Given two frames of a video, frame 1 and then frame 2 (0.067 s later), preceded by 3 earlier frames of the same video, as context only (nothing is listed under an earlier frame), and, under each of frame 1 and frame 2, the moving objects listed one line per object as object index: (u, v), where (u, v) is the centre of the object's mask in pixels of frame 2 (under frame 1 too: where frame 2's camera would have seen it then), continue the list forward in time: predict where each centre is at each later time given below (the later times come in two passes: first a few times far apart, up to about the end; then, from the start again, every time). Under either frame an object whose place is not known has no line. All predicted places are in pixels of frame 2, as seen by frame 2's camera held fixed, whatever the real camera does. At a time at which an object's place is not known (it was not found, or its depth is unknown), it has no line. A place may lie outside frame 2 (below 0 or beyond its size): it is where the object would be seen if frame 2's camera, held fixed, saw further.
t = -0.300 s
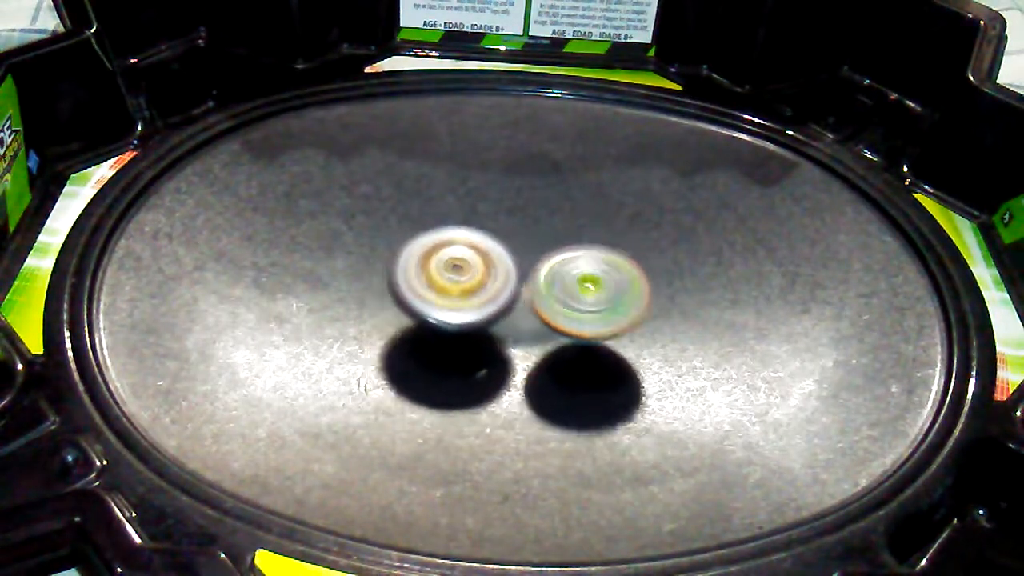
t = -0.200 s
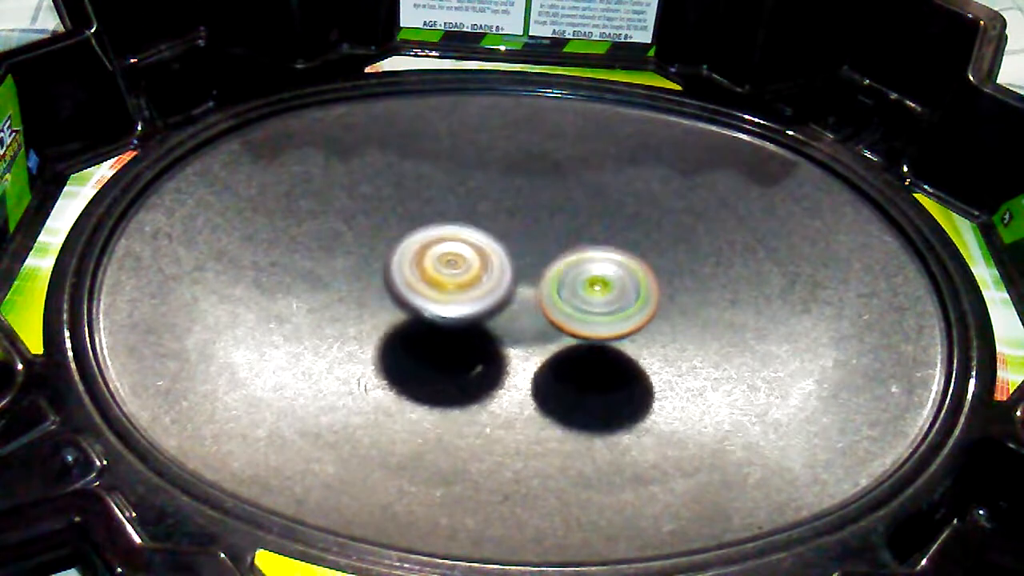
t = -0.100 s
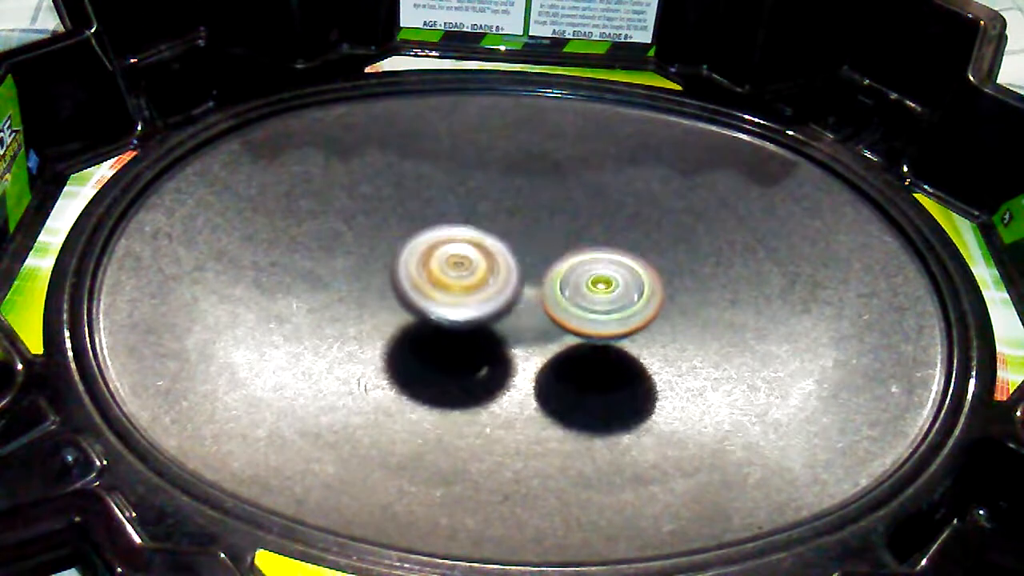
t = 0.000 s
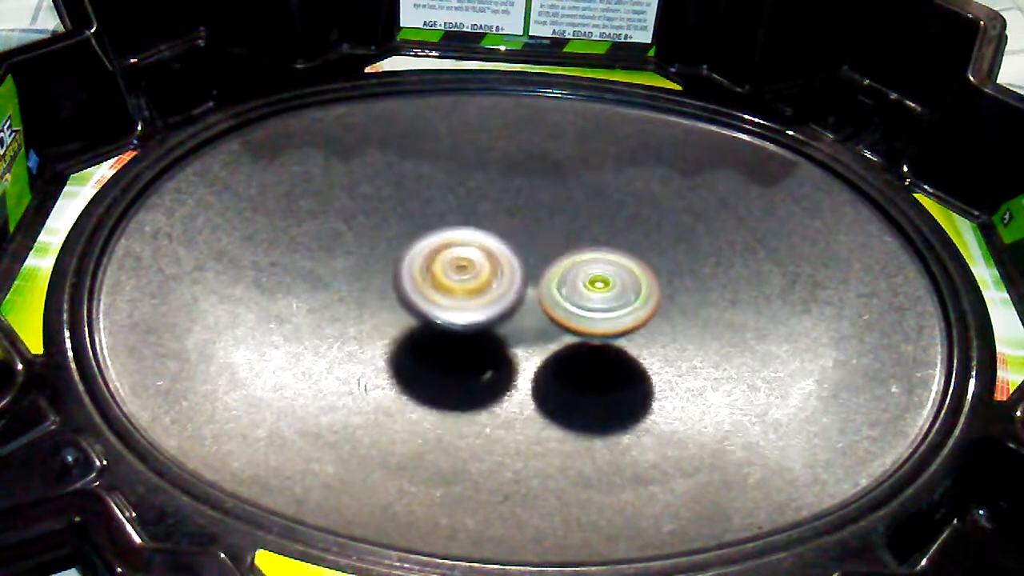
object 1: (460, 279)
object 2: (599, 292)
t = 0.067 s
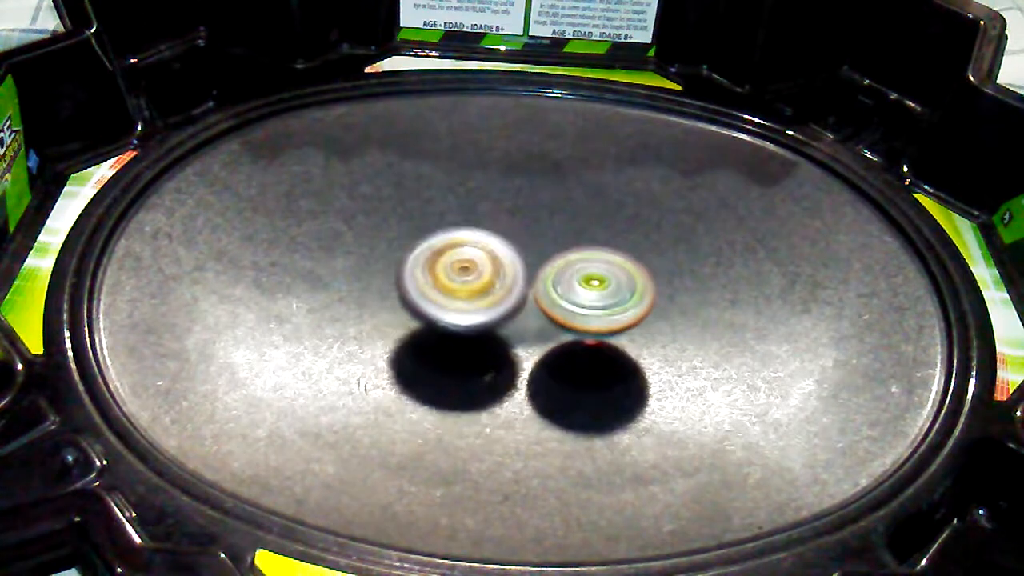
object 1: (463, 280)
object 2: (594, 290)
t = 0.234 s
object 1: (459, 280)
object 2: (591, 288)
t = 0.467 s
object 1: (454, 281)
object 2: (585, 281)
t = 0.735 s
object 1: (441, 282)
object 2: (587, 280)
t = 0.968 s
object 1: (447, 282)
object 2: (578, 282)
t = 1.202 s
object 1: (449, 283)
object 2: (582, 283)
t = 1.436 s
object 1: (454, 281)
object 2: (586, 284)
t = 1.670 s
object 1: (455, 282)
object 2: (587, 286)
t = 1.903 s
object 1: (449, 280)
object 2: (589, 285)
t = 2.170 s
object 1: (449, 280)
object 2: (579, 282)
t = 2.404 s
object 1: (424, 260)
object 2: (625, 309)
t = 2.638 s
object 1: (443, 271)
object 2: (604, 314)
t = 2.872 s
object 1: (447, 282)
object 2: (580, 289)
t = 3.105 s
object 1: (451, 288)
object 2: (589, 278)
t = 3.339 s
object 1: (452, 291)
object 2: (590, 274)
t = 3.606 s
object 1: (454, 282)
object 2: (588, 282)
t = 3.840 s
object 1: (459, 277)
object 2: (587, 280)
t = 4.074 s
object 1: (453, 270)
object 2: (584, 291)
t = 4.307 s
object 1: (450, 272)
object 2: (580, 293)
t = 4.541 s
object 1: (438, 270)
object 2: (580, 293)
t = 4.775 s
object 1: (442, 274)
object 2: (573, 289)
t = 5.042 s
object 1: (436, 281)
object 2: (586, 289)
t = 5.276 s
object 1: (439, 290)
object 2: (580, 290)
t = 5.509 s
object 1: (448, 296)
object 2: (571, 273)
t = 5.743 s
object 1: (459, 302)
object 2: (578, 272)
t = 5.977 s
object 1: (436, 304)
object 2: (590, 277)
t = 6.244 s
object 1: (446, 297)
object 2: (564, 278)
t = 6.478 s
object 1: (439, 282)
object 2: (596, 300)
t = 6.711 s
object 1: (442, 288)
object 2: (583, 323)
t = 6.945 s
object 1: (435, 279)
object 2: (561, 309)
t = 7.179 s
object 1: (443, 276)
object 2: (555, 319)
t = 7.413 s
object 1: (448, 272)
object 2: (589, 354)
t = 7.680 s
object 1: (444, 294)
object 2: (557, 332)
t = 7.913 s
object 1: (447, 278)
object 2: (549, 317)
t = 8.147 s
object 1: (454, 260)
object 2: (559, 317)
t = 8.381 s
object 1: (468, 268)
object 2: (555, 312)
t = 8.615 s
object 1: (470, 273)
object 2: (561, 327)
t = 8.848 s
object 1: (456, 274)
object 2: (560, 317)
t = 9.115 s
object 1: (457, 278)
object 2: (562, 319)
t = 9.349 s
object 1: (458, 277)
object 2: (559, 316)
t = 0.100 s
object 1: (462, 279)
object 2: (593, 290)
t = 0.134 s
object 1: (459, 279)
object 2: (594, 291)
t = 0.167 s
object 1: (458, 278)
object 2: (591, 290)
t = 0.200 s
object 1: (459, 279)
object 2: (591, 288)
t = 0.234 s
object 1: (459, 280)
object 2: (591, 288)
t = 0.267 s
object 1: (459, 280)
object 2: (590, 288)
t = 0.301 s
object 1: (457, 279)
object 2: (588, 286)
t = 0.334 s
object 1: (456, 279)
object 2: (589, 286)
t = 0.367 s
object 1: (454, 279)
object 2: (588, 284)
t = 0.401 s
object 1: (454, 279)
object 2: (587, 283)
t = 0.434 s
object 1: (454, 280)
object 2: (586, 282)
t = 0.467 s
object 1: (454, 281)
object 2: (585, 281)
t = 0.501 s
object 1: (453, 281)
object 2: (584, 281)
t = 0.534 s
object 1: (449, 281)
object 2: (586, 283)
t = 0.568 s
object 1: (446, 280)
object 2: (585, 283)
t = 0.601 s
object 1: (444, 281)
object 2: (587, 281)
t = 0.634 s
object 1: (443, 281)
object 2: (587, 281)
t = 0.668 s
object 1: (442, 282)
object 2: (586, 280)
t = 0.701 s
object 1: (441, 282)
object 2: (587, 279)
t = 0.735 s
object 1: (441, 282)
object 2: (587, 280)
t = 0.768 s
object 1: (441, 283)
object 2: (585, 279)
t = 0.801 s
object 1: (442, 283)
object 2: (584, 278)
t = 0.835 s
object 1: (443, 284)
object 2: (583, 279)
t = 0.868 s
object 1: (444, 285)
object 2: (580, 278)
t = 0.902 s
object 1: (446, 284)
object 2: (579, 278)
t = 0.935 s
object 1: (447, 284)
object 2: (579, 280)
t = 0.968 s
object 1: (447, 282)
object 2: (578, 282)
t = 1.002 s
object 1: (445, 282)
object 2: (578, 283)
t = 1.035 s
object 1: (444, 281)
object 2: (579, 284)
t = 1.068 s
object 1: (444, 281)
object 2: (580, 283)
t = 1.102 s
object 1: (445, 281)
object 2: (581, 283)
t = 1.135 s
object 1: (446, 282)
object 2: (581, 283)
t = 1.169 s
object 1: (448, 283)
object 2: (581, 284)
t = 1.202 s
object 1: (449, 283)
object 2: (582, 283)
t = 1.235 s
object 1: (451, 283)
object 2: (583, 284)
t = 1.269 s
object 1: (452, 283)
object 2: (583, 285)
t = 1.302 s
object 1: (452, 282)
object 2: (582, 285)
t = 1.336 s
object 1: (451, 281)
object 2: (586, 285)
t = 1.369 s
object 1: (452, 282)
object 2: (585, 287)
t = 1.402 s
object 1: (453, 282)
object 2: (584, 285)
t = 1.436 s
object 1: (454, 281)
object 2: (586, 284)
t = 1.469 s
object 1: (455, 281)
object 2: (586, 285)
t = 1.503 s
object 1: (454, 281)
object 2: (587, 287)
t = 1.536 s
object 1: (452, 280)
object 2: (587, 288)
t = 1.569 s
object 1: (452, 280)
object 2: (587, 286)
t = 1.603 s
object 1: (453, 281)
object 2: (588, 285)
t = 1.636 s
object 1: (454, 282)
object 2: (589, 286)
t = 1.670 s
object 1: (455, 282)
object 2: (587, 286)
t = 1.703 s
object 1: (456, 282)
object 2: (587, 285)
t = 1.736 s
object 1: (456, 281)
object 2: (587, 285)
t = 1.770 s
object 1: (456, 281)
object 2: (586, 287)
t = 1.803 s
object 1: (453, 279)
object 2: (587, 287)
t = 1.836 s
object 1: (451, 279)
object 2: (588, 288)
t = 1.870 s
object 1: (451, 279)
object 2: (587, 286)
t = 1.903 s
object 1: (449, 280)
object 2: (589, 285)
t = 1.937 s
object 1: (448, 279)
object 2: (590, 286)
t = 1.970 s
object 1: (447, 280)
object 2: (588, 285)
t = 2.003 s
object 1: (446, 279)
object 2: (588, 283)
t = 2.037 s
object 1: (446, 280)
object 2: (588, 284)
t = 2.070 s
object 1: (446, 279)
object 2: (586, 284)
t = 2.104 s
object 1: (447, 280)
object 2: (583, 282)
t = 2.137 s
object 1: (449, 281)
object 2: (581, 282)
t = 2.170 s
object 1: (449, 280)
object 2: (579, 282)
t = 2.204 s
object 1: (437, 273)
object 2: (592, 289)
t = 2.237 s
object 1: (427, 267)
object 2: (607, 298)
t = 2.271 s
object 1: (422, 262)
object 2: (614, 303)
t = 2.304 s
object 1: (421, 260)
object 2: (616, 305)
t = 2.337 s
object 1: (421, 259)
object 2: (622, 306)
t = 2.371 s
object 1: (423, 259)
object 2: (625, 307)
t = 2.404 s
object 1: (424, 260)
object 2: (625, 309)
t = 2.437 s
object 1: (426, 261)
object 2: (625, 311)
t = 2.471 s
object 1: (427, 261)
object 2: (625, 313)
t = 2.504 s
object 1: (430, 263)
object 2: (624, 314)
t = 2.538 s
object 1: (433, 265)
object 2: (621, 315)
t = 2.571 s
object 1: (436, 266)
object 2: (617, 316)
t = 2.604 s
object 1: (440, 269)
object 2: (612, 316)
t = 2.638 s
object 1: (443, 271)
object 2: (604, 314)
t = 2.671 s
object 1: (447, 274)
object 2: (597, 311)
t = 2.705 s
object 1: (450, 277)
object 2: (590, 308)
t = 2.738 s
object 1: (454, 279)
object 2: (585, 304)
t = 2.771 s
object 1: (455, 282)
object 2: (582, 300)
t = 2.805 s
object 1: (451, 282)
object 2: (581, 297)
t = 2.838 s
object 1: (451, 282)
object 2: (579, 291)
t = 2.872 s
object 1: (447, 282)
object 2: (580, 289)
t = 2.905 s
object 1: (448, 282)
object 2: (581, 288)
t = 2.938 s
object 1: (449, 283)
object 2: (581, 284)
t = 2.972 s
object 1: (450, 284)
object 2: (583, 283)
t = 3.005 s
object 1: (451, 285)
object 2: (586, 282)
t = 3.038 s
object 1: (452, 287)
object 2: (586, 281)
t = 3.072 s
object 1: (451, 287)
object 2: (588, 279)
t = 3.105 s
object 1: (451, 288)
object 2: (589, 278)
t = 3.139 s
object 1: (451, 290)
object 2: (591, 277)
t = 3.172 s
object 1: (451, 290)
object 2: (591, 277)
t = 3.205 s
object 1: (452, 291)
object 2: (592, 276)
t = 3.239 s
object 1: (451, 291)
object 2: (592, 274)
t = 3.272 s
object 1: (451, 291)
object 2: (593, 275)
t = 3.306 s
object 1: (452, 291)
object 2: (592, 274)
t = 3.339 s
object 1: (452, 291)
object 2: (590, 274)
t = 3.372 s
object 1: (454, 291)
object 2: (589, 273)
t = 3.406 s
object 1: (454, 290)
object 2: (587, 273)
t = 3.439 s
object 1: (456, 290)
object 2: (585, 273)
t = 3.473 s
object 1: (457, 289)
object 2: (583, 272)
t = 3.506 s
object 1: (458, 288)
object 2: (585, 274)
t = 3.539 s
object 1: (457, 286)
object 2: (585, 277)
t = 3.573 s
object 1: (457, 285)
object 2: (585, 280)
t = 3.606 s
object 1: (454, 282)
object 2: (588, 282)
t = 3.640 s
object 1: (455, 279)
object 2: (587, 284)
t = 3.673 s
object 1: (456, 279)
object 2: (588, 281)
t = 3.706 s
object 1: (456, 279)
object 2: (589, 281)
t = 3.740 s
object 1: (456, 278)
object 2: (590, 281)
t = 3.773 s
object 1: (457, 277)
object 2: (589, 282)
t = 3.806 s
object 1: (457, 277)
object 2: (588, 281)
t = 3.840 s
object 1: (459, 277)
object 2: (587, 280)
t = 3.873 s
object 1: (458, 276)
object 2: (590, 281)
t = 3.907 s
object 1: (458, 274)
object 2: (591, 285)
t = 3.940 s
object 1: (459, 274)
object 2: (586, 287)
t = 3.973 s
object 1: (455, 271)
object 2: (589, 290)
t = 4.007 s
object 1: (452, 271)
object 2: (587, 292)
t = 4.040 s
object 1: (452, 270)
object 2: (583, 292)
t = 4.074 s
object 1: (453, 270)
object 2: (584, 291)
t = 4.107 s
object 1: (452, 271)
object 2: (585, 292)
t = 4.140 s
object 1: (453, 272)
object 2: (585, 293)
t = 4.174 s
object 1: (453, 272)
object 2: (582, 293)
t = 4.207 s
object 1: (454, 273)
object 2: (580, 292)
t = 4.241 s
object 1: (454, 274)
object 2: (579, 291)
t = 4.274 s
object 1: (453, 273)
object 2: (579, 291)
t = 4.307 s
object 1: (450, 272)
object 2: (580, 293)
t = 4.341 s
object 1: (450, 271)
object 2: (578, 294)
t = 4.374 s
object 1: (448, 272)
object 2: (575, 292)
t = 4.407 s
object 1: (443, 271)
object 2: (578, 293)
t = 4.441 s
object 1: (440, 271)
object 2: (579, 296)
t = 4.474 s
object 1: (439, 271)
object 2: (577, 297)
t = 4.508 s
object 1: (438, 270)
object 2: (578, 295)
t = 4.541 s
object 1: (438, 270)
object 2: (580, 293)
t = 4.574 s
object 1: (438, 270)
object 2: (582, 293)
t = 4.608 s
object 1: (437, 271)
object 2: (581, 295)
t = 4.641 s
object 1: (438, 271)
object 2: (579, 297)
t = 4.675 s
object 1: (439, 272)
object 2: (577, 296)
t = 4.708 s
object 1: (440, 272)
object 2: (576, 294)
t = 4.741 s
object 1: (441, 273)
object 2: (576, 294)
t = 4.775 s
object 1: (442, 274)
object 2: (573, 289)
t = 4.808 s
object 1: (443, 276)
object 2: (570, 286)
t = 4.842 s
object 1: (443, 276)
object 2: (570, 285)
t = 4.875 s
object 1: (439, 275)
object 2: (577, 288)
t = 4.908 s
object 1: (437, 276)
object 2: (581, 292)
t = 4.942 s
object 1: (437, 277)
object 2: (580, 293)
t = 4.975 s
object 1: (437, 278)
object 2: (581, 290)
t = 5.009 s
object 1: (437, 280)
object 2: (584, 289)
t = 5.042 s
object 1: (436, 281)
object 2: (586, 289)
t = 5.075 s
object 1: (436, 282)
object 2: (587, 289)
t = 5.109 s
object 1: (436, 284)
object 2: (586, 289)
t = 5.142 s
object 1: (435, 285)
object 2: (586, 290)
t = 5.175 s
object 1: (435, 286)
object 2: (586, 291)
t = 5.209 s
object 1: (436, 287)
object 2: (584, 291)
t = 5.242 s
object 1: (438, 288)
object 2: (583, 291)
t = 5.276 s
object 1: (439, 290)
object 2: (580, 290)
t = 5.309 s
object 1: (440, 290)
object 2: (578, 288)
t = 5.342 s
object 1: (442, 291)
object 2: (576, 286)
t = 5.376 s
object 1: (443, 292)
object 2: (574, 284)
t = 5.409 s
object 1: (444, 294)
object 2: (573, 281)
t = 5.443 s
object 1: (445, 294)
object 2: (571, 279)
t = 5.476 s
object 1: (447, 295)
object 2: (570, 275)
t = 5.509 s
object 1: (448, 296)
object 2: (571, 273)
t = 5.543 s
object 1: (450, 296)
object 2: (573, 271)
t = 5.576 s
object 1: (451, 297)
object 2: (576, 272)
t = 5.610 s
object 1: (453, 298)
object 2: (576, 273)
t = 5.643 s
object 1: (454, 299)
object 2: (577, 272)
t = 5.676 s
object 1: (456, 300)
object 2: (577, 272)
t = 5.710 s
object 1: (456, 301)
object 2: (577, 272)
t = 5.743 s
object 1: (459, 302)
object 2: (578, 272)
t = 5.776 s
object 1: (458, 303)
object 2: (579, 272)
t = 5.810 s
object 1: (454, 303)
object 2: (586, 273)
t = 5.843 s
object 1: (453, 303)
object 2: (587, 277)
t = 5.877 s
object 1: (454, 304)
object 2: (582, 280)
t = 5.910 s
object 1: (452, 304)
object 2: (576, 280)
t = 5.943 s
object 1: (443, 304)
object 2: (583, 277)
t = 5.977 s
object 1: (436, 304)
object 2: (590, 277)
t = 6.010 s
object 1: (433, 303)
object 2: (592, 282)
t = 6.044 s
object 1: (433, 300)
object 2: (586, 286)
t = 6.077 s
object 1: (435, 299)
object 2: (578, 284)
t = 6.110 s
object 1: (438, 298)
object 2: (572, 281)
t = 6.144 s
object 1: (441, 298)
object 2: (570, 283)
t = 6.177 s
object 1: (443, 298)
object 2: (570, 276)
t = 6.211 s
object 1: (445, 298)
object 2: (568, 277)
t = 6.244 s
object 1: (446, 297)
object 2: (564, 278)
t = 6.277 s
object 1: (440, 294)
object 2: (570, 281)
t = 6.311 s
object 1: (438, 291)
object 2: (572, 285)
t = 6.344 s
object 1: (439, 287)
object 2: (570, 287)
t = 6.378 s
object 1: (440, 285)
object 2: (573, 288)
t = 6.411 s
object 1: (437, 282)
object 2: (583, 295)
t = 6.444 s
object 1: (437, 281)
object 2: (588, 298)
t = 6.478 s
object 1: (439, 282)
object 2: (596, 300)
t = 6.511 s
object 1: (441, 285)
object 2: (602, 303)
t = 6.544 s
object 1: (440, 286)
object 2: (602, 306)
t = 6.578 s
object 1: (439, 287)
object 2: (601, 313)
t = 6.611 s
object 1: (438, 287)
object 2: (599, 318)
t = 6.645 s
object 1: (439, 287)
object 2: (596, 322)
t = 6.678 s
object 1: (441, 288)
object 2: (590, 323)
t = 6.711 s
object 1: (442, 288)
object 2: (583, 323)
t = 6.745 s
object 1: (443, 290)
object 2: (575, 312)
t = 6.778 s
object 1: (441, 291)
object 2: (569, 311)
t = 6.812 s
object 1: (438, 287)
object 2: (564, 313)
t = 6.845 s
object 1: (437, 285)
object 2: (561, 309)
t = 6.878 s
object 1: (436, 281)
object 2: (562, 308)
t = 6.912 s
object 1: (435, 279)
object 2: (562, 308)
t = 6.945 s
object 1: (435, 279)
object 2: (561, 309)
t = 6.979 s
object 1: (435, 279)
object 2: (558, 307)
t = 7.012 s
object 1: (437, 279)
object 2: (557, 305)
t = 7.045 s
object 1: (436, 279)
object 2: (557, 303)
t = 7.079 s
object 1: (434, 276)
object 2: (563, 306)
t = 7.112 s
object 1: (436, 273)
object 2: (561, 312)
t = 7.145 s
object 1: (439, 273)
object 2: (557, 315)
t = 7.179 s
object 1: (443, 276)
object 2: (555, 319)
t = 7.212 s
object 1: (440, 267)
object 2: (554, 330)
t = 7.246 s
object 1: (439, 260)
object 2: (570, 335)
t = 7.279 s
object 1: (441, 259)
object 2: (581, 347)
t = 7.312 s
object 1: (443, 263)
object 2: (586, 346)
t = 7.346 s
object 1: (445, 267)
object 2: (589, 348)
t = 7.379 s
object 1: (446, 270)
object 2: (590, 352)
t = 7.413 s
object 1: (448, 272)
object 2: (589, 354)
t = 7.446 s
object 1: (452, 273)
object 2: (585, 352)
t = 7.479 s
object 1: (456, 277)
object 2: (580, 350)
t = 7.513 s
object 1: (456, 280)
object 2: (571, 349)
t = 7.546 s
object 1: (457, 285)
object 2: (566, 347)
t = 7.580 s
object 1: (456, 288)
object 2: (563, 343)
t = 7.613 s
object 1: (454, 292)
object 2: (560, 338)
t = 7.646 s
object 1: (452, 294)
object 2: (559, 337)
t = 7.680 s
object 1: (444, 294)
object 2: (557, 332)
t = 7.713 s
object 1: (441, 290)
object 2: (559, 333)
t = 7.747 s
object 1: (443, 286)
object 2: (558, 334)
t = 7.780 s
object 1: (444, 285)
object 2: (554, 331)
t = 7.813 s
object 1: (446, 285)
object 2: (550, 328)
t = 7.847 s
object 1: (449, 285)
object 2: (545, 322)
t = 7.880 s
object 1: (449, 285)
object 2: (540, 318)
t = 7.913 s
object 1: (447, 278)
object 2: (549, 317)
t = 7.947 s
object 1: (444, 270)
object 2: (555, 316)
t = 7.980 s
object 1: (445, 269)
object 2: (557, 315)
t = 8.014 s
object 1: (449, 267)
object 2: (556, 313)
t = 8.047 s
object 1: (455, 268)
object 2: (556, 312)
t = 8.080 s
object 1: (455, 267)
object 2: (556, 312)
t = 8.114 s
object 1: (453, 263)
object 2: (559, 315)
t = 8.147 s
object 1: (454, 260)
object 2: (559, 317)
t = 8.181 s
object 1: (454, 258)
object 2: (560, 317)
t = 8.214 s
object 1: (456, 258)
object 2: (560, 317)
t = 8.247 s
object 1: (460, 258)
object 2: (560, 317)
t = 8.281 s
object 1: (464, 260)
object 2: (558, 315)
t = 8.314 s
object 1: (467, 262)
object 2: (557, 313)
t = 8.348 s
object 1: (470, 266)
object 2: (556, 312)
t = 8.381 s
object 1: (468, 268)
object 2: (555, 312)
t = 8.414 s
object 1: (466, 271)
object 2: (556, 313)
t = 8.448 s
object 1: (466, 270)
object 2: (559, 318)
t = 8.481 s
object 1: (466, 268)
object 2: (561, 321)
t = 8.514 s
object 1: (464, 268)
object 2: (562, 323)
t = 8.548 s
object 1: (466, 271)
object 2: (562, 325)
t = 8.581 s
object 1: (470, 271)
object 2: (562, 326)
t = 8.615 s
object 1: (470, 273)
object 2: (561, 327)
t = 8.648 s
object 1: (467, 271)
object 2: (561, 327)
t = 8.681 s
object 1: (464, 272)
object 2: (561, 327)
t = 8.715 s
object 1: (460, 272)
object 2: (561, 326)
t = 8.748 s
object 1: (458, 272)
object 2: (561, 325)
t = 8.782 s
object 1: (454, 272)
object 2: (561, 323)
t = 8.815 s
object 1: (455, 272)
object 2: (561, 321)
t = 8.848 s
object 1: (456, 274)
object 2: (560, 317)
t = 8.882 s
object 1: (456, 276)
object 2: (556, 313)
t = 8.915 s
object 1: (455, 278)
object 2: (552, 309)
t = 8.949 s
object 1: (452, 279)
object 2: (549, 307)
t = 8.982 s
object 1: (451, 278)
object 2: (551, 307)
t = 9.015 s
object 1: (450, 277)
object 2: (554, 310)
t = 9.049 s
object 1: (452, 277)
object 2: (556, 312)
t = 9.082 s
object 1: (454, 278)
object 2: (560, 316)
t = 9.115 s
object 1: (457, 278)
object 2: (562, 319)
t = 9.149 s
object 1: (461, 279)
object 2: (561, 319)
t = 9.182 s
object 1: (462, 280)
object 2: (562, 320)
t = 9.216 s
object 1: (461, 278)
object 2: (562, 319)
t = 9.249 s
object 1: (460, 278)
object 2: (561, 319)
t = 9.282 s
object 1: (459, 277)
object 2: (560, 317)
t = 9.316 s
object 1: (459, 277)
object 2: (560, 316)
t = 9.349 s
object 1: (458, 277)
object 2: (559, 316)
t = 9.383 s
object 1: (458, 277)
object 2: (559, 316)
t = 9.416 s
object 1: (458, 277)
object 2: (560, 317)
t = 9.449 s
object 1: (459, 277)
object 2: (560, 317)
